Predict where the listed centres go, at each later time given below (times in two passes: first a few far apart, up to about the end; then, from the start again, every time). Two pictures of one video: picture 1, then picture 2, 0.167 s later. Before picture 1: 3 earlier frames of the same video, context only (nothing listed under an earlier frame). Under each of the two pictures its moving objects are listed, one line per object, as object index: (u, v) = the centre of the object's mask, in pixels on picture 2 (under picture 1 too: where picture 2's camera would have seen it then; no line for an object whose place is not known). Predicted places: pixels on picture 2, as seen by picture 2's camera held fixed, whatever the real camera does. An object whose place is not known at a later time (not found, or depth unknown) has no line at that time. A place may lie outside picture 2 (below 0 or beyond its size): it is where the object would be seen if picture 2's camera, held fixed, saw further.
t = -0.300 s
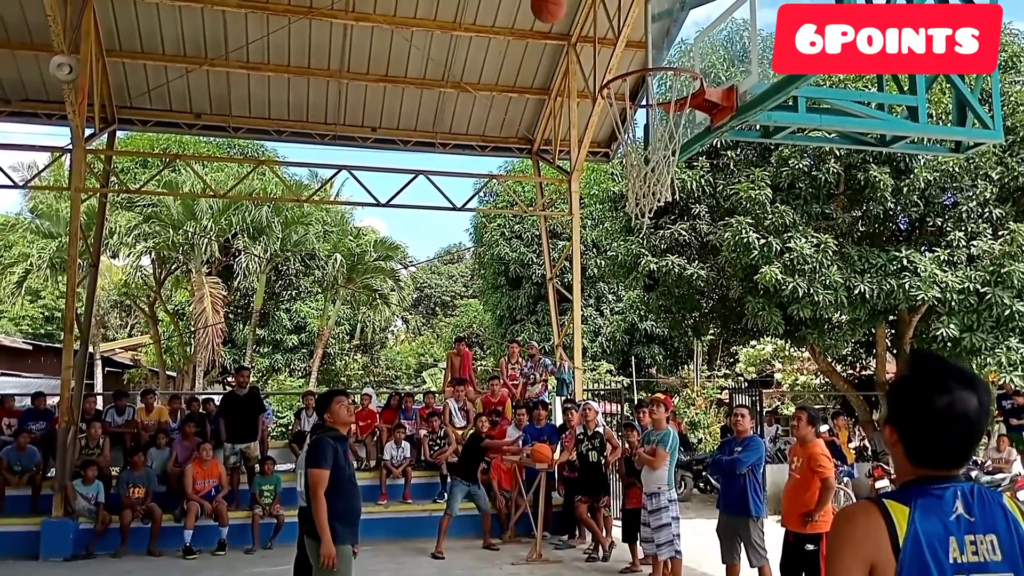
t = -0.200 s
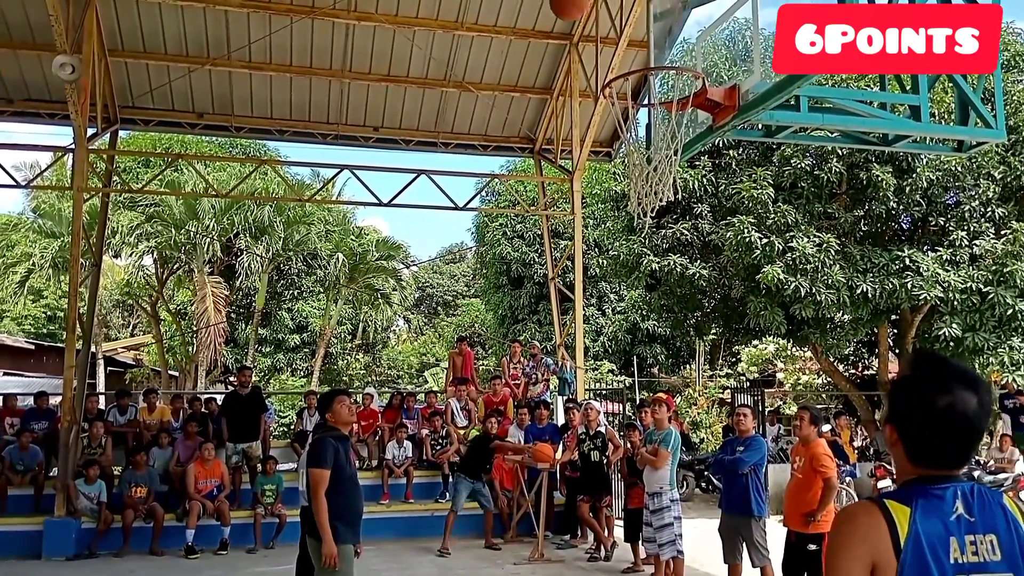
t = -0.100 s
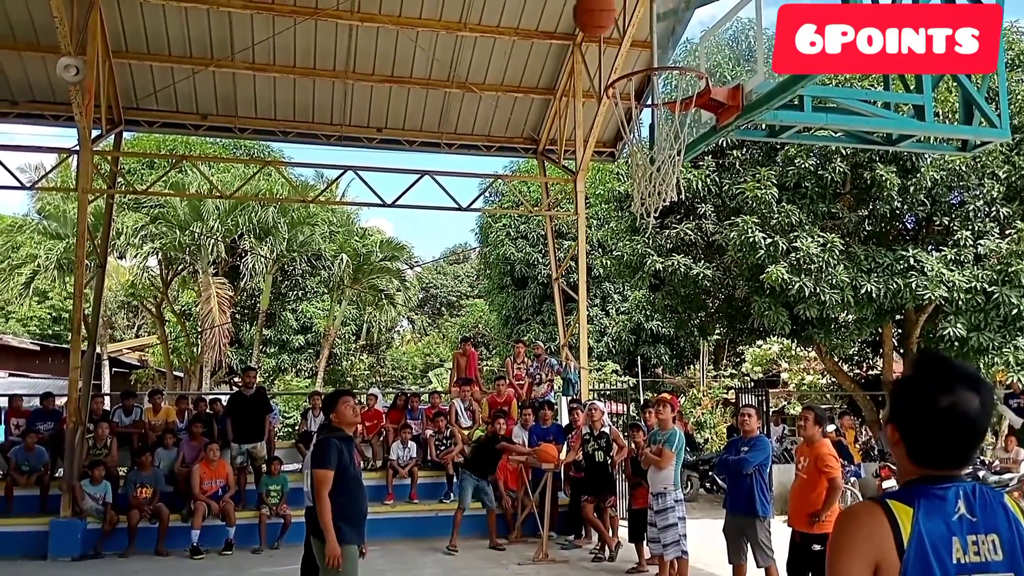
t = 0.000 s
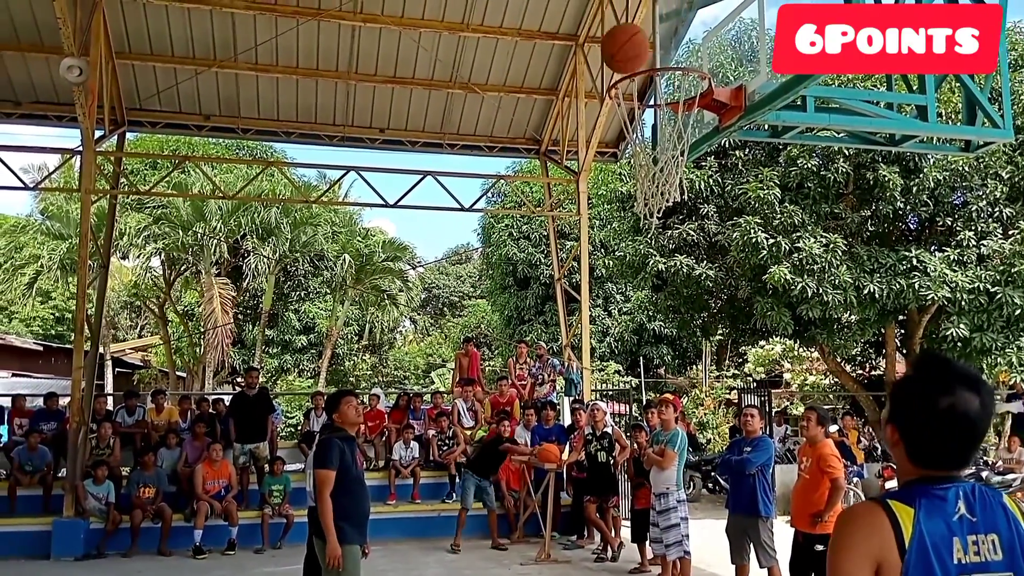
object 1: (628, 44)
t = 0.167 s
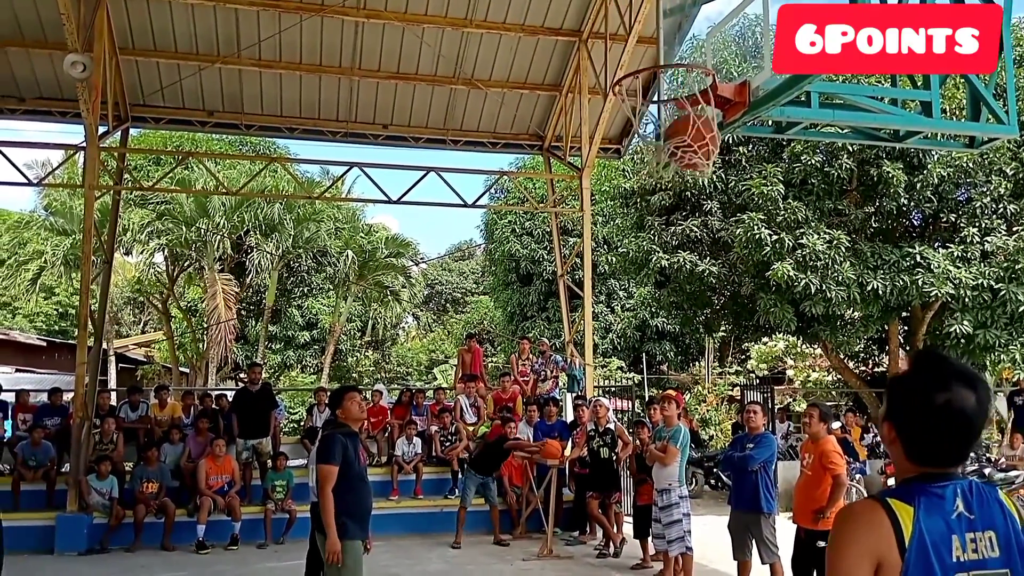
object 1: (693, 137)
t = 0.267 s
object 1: (699, 146)
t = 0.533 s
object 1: (681, 213)
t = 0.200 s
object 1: (698, 141)
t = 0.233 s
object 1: (698, 145)
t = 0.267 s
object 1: (699, 146)
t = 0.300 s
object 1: (691, 164)
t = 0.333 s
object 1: (694, 170)
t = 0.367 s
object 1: (704, 170)
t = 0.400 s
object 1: (704, 159)
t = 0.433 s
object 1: (676, 180)
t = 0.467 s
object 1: (690, 195)
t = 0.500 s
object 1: (684, 203)
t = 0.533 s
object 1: (681, 213)
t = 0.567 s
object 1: (677, 226)
